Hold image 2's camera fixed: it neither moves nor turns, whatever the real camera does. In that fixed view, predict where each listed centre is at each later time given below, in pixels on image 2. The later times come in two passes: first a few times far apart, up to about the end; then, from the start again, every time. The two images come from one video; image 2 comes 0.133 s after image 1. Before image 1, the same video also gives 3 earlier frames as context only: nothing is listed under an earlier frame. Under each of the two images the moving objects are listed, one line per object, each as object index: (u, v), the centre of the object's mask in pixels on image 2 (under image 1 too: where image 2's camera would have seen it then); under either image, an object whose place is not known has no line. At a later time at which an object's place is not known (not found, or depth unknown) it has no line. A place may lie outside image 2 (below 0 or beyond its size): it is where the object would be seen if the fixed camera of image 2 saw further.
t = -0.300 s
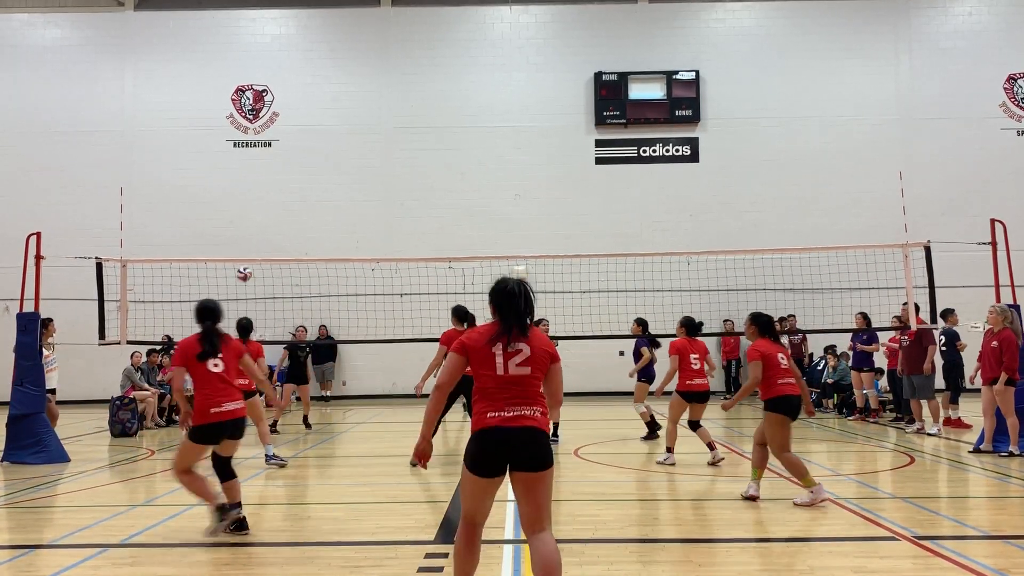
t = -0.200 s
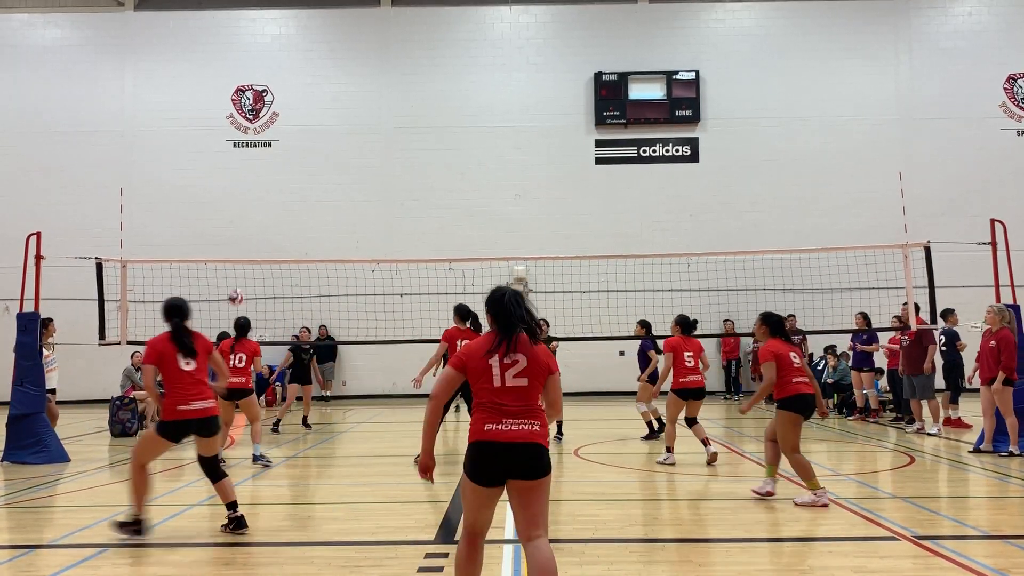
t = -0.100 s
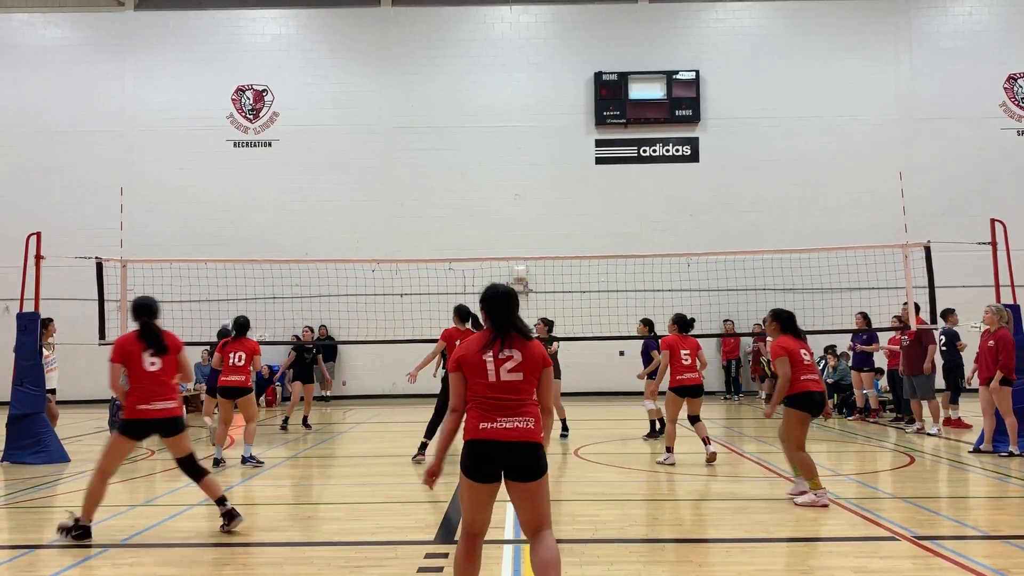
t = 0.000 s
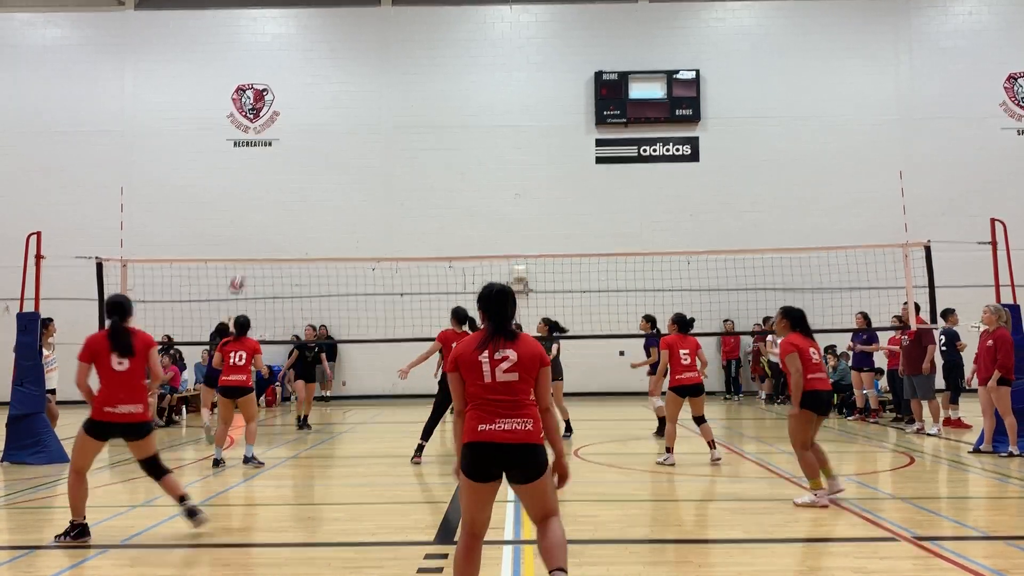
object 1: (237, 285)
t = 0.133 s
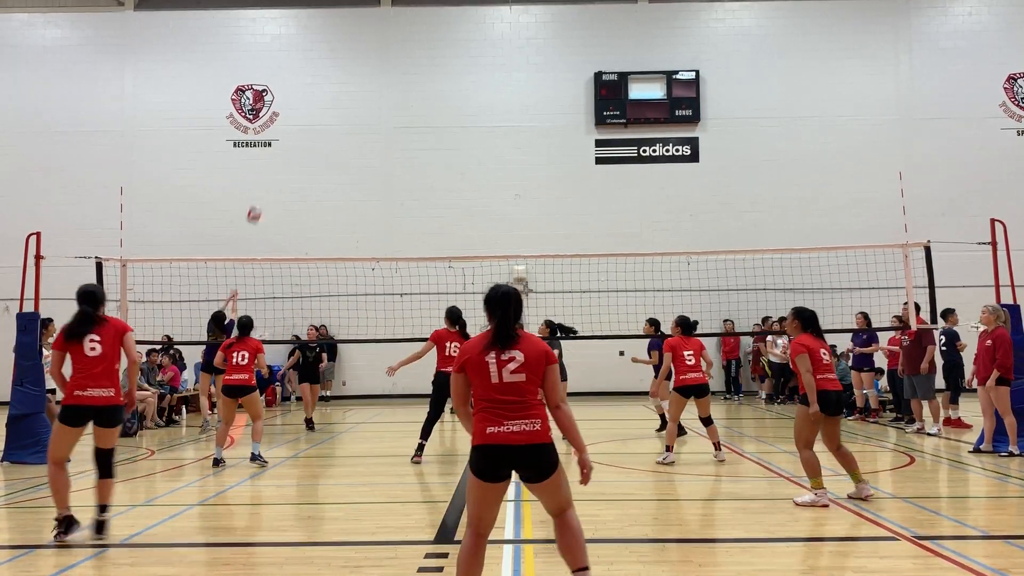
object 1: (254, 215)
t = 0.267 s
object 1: (270, 158)
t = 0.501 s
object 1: (297, 91)
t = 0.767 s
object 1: (328, 60)
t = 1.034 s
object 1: (357, 78)
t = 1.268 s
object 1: (383, 132)
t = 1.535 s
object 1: (412, 236)
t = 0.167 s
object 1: (258, 199)
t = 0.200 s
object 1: (262, 184)
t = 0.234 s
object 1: (266, 171)
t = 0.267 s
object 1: (270, 158)
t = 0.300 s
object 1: (274, 146)
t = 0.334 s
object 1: (279, 134)
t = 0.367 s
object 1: (283, 124)
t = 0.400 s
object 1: (287, 115)
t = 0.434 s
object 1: (290, 106)
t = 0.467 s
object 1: (294, 98)
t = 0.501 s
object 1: (297, 91)
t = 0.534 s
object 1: (301, 85)
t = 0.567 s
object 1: (305, 78)
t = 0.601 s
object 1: (309, 74)
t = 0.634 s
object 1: (313, 70)
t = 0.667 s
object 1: (316, 66)
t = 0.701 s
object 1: (320, 63)
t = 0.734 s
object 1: (324, 61)
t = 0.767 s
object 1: (328, 60)
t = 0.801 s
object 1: (331, 60)
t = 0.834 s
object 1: (335, 60)
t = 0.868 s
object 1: (339, 61)
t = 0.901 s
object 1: (342, 63)
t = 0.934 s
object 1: (346, 66)
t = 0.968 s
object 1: (350, 69)
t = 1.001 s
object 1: (353, 73)
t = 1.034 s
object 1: (357, 78)
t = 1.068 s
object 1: (361, 84)
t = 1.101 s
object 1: (364, 90)
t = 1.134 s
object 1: (368, 97)
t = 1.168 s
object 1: (372, 104)
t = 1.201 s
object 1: (376, 113)
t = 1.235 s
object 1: (380, 122)
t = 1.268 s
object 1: (383, 132)
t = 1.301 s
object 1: (387, 143)
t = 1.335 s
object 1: (390, 154)
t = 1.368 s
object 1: (394, 166)
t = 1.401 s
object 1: (398, 179)
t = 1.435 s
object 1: (401, 192)
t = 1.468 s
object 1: (404, 206)
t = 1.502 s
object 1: (408, 221)
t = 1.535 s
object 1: (412, 236)
